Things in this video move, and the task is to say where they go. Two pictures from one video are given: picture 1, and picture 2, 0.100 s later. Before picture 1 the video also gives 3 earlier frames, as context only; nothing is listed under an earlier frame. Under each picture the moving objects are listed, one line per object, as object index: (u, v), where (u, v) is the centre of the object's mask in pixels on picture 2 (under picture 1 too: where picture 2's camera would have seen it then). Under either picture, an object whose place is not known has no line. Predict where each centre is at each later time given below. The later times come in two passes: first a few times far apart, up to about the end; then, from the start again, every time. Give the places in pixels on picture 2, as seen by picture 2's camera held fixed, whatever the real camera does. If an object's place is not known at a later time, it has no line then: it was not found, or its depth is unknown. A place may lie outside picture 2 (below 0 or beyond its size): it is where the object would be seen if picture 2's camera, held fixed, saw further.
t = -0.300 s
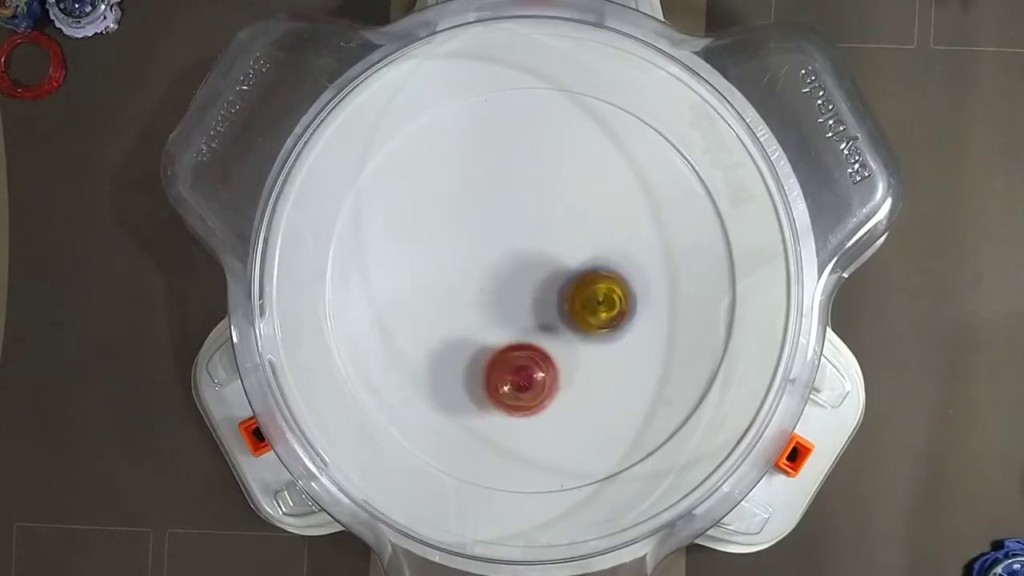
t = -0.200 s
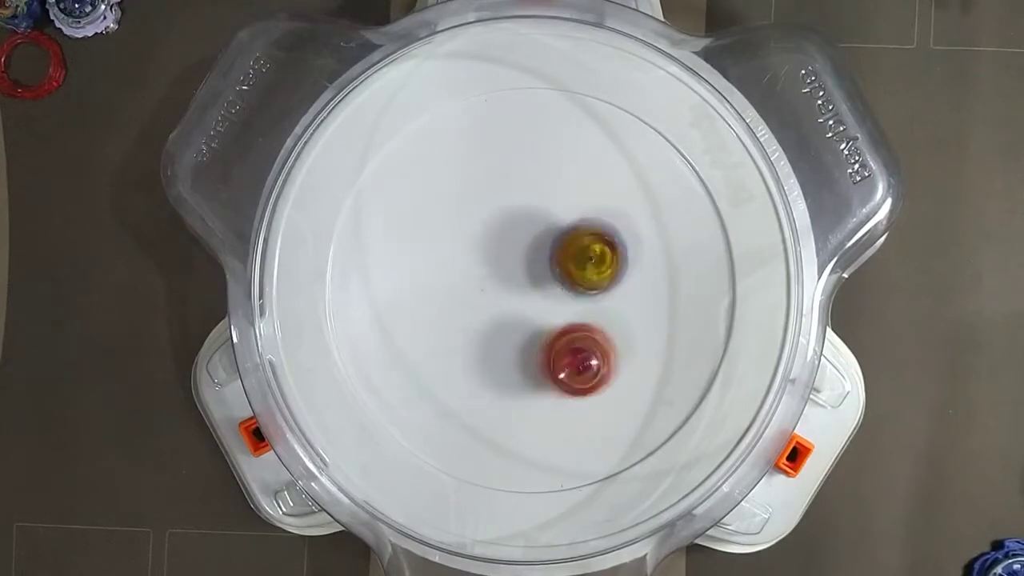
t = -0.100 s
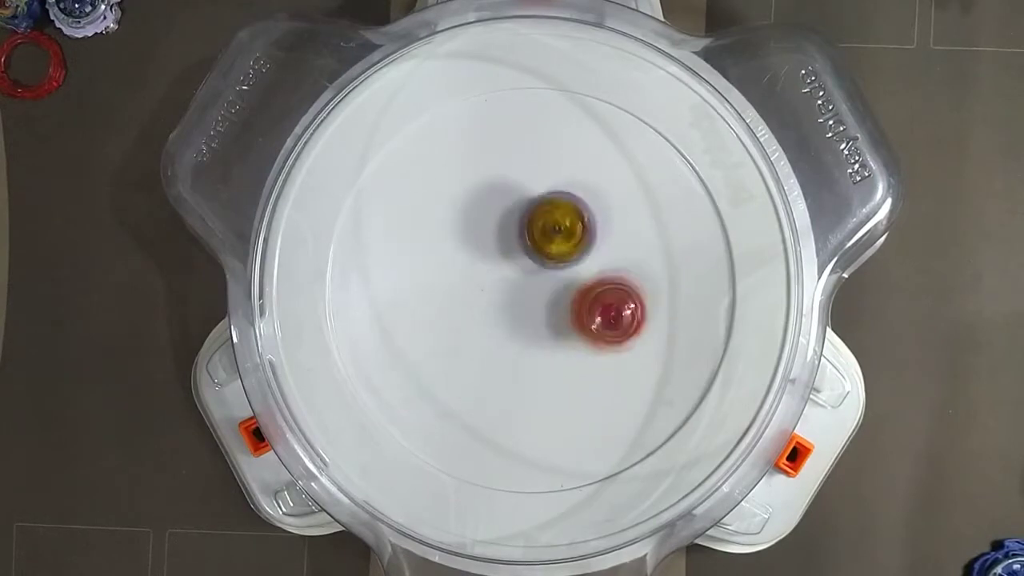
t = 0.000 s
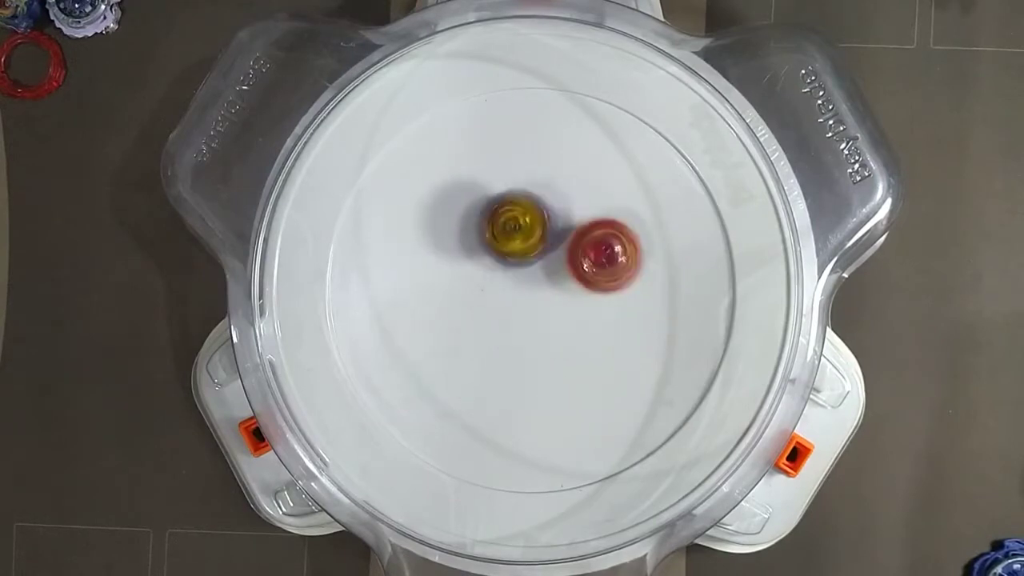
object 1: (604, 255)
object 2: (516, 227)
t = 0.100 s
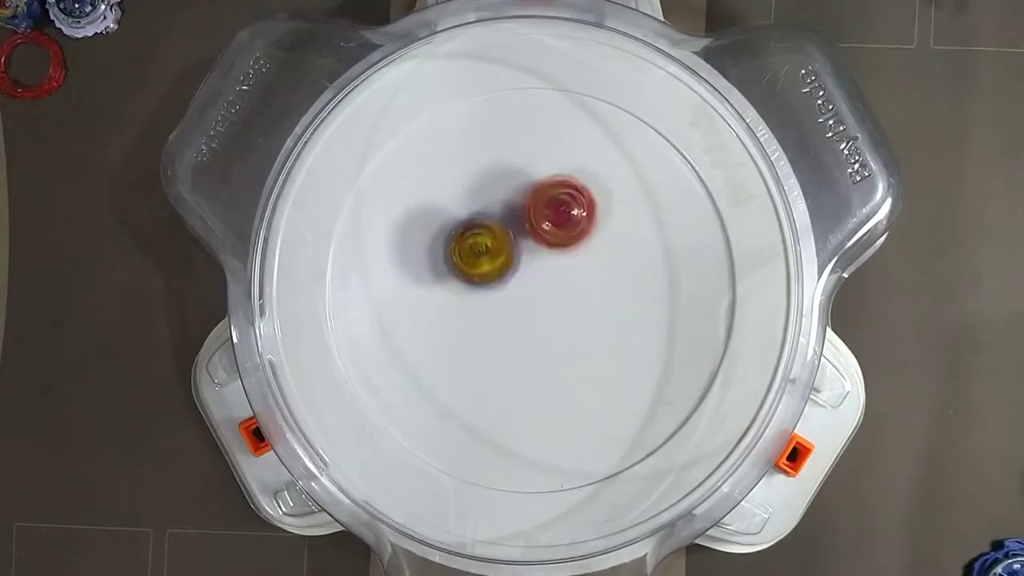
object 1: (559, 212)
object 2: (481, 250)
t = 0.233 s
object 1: (490, 217)
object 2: (468, 300)
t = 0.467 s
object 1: (458, 328)
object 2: (537, 352)
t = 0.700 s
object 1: (522, 350)
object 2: (656, 292)
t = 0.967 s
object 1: (464, 298)
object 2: (708, 254)
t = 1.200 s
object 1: (453, 267)
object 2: (614, 278)
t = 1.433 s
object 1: (474, 243)
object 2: (550, 300)
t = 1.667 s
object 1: (491, 223)
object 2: (522, 320)
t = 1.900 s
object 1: (534, 229)
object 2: (516, 367)
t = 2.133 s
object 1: (581, 271)
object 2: (518, 342)
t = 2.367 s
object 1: (608, 313)
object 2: (514, 298)
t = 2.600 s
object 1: (591, 334)
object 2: (530, 256)
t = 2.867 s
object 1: (528, 313)
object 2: (565, 228)
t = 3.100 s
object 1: (510, 273)
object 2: (587, 251)
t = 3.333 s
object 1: (476, 215)
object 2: (592, 290)
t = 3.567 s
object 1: (486, 229)
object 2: (587, 297)
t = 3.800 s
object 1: (482, 221)
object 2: (587, 297)
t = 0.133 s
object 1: (540, 208)
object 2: (472, 262)
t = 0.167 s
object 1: (522, 209)
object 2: (467, 277)
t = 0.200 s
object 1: (508, 211)
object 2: (467, 289)
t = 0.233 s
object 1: (490, 217)
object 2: (468, 300)
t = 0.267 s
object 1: (473, 227)
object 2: (471, 315)
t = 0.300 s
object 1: (459, 243)
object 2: (481, 326)
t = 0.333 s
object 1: (451, 261)
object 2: (488, 334)
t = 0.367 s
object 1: (449, 278)
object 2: (498, 345)
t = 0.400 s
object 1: (450, 294)
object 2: (514, 349)
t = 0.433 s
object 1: (452, 310)
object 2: (526, 349)
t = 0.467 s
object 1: (458, 328)
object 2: (537, 352)
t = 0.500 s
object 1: (469, 342)
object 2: (556, 349)
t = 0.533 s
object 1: (483, 352)
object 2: (569, 343)
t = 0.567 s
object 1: (497, 357)
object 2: (580, 339)
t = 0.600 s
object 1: (510, 360)
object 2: (593, 330)
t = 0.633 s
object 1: (527, 362)
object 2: (600, 317)
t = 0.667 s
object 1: (531, 359)
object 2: (626, 310)
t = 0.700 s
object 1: (522, 350)
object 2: (656, 292)
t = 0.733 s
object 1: (513, 348)
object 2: (678, 286)
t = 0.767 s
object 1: (508, 338)
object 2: (693, 273)
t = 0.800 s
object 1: (496, 330)
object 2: (701, 269)
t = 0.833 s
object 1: (490, 328)
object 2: (706, 260)
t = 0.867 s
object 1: (484, 317)
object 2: (710, 261)
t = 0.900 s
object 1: (474, 313)
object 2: (711, 254)
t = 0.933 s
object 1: (472, 307)
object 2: (712, 256)
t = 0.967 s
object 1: (464, 298)
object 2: (708, 254)
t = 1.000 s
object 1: (459, 298)
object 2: (707, 257)
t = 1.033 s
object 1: (458, 288)
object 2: (696, 258)
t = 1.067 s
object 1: (452, 283)
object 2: (690, 263)
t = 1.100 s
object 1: (453, 279)
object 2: (674, 265)
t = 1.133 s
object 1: (450, 271)
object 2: (663, 268)
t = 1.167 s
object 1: (455, 265)
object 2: (632, 273)
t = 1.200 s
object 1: (453, 267)
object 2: (614, 278)
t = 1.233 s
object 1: (460, 265)
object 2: (601, 279)
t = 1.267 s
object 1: (460, 263)
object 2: (584, 283)
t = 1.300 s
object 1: (470, 265)
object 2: (571, 282)
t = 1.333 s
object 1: (477, 260)
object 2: (558, 285)
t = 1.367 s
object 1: (476, 257)
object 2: (556, 288)
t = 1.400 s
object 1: (475, 245)
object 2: (557, 296)
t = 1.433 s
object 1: (474, 243)
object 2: (550, 300)
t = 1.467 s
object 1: (475, 234)
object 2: (550, 302)
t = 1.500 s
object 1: (475, 235)
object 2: (542, 302)
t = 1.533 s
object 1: (478, 230)
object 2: (540, 302)
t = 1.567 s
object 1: (479, 235)
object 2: (535, 305)
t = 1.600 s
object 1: (484, 232)
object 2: (530, 302)
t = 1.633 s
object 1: (488, 233)
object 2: (528, 314)
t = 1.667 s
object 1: (491, 223)
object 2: (522, 320)
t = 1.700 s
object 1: (498, 225)
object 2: (522, 327)
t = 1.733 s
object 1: (499, 220)
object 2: (519, 338)
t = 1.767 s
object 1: (511, 222)
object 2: (517, 343)
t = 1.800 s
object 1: (510, 224)
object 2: (518, 350)
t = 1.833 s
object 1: (521, 223)
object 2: (514, 358)
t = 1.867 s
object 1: (526, 230)
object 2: (516, 361)
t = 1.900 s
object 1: (534, 229)
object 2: (516, 367)
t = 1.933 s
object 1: (542, 238)
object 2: (516, 366)
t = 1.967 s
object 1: (548, 240)
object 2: (518, 367)
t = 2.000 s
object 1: (558, 248)
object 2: (518, 364)
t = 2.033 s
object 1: (561, 254)
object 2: (519, 358)
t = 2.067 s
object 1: (572, 259)
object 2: (520, 354)
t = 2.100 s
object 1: (575, 268)
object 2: (518, 351)
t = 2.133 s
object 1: (581, 271)
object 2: (518, 342)
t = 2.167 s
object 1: (587, 282)
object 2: (522, 337)
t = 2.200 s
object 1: (589, 286)
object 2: (520, 332)
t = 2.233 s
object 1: (601, 294)
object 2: (517, 323)
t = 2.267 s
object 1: (601, 301)
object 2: (515, 319)
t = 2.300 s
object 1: (607, 301)
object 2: (511, 309)
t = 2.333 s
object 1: (610, 310)
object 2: (514, 302)
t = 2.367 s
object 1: (608, 313)
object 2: (514, 298)
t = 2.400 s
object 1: (614, 319)
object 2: (512, 290)
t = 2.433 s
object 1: (609, 325)
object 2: (516, 284)
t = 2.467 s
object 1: (610, 324)
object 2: (518, 280)
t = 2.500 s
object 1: (608, 332)
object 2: (518, 272)
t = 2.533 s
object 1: (601, 329)
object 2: (524, 267)
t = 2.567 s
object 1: (602, 330)
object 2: (527, 264)
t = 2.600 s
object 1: (591, 334)
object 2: (530, 256)
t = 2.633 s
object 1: (585, 328)
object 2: (537, 252)
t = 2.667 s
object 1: (583, 329)
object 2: (540, 250)
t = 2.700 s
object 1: (572, 327)
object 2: (543, 243)
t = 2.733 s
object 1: (565, 321)
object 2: (550, 239)
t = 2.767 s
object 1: (556, 320)
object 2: (550, 240)
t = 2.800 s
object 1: (547, 314)
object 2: (550, 234)
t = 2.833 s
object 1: (539, 314)
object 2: (561, 227)
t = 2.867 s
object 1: (528, 313)
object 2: (565, 228)
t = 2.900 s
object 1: (522, 306)
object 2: (563, 227)
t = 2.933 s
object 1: (525, 301)
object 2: (565, 226)
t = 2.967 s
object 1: (524, 301)
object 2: (566, 229)
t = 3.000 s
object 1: (522, 294)
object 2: (564, 230)
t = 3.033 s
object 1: (525, 289)
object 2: (570, 231)
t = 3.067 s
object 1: (521, 286)
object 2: (578, 239)
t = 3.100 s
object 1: (510, 273)
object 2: (587, 251)
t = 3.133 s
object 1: (502, 254)
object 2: (589, 262)
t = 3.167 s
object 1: (501, 237)
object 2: (593, 267)
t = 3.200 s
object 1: (498, 227)
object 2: (597, 273)
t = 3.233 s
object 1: (493, 221)
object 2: (600, 277)
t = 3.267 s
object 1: (485, 219)
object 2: (598, 281)
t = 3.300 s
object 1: (480, 217)
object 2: (595, 285)
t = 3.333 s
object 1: (476, 215)
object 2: (592, 290)
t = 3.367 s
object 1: (475, 217)
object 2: (591, 292)
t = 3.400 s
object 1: (479, 219)
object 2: (591, 294)
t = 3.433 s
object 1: (482, 222)
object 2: (591, 295)
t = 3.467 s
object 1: (484, 225)
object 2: (589, 296)
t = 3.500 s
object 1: (485, 227)
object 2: (588, 297)
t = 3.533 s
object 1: (485, 228)
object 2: (587, 297)
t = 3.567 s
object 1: (486, 229)
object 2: (587, 297)
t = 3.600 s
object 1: (486, 229)
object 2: (587, 297)
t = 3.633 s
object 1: (486, 229)
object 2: (587, 297)
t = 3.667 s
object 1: (485, 228)
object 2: (587, 297)
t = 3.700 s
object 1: (485, 226)
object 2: (587, 297)
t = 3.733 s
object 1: (484, 225)
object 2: (587, 297)
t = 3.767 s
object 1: (483, 222)
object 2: (587, 297)
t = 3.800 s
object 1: (482, 221)
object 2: (587, 297)
